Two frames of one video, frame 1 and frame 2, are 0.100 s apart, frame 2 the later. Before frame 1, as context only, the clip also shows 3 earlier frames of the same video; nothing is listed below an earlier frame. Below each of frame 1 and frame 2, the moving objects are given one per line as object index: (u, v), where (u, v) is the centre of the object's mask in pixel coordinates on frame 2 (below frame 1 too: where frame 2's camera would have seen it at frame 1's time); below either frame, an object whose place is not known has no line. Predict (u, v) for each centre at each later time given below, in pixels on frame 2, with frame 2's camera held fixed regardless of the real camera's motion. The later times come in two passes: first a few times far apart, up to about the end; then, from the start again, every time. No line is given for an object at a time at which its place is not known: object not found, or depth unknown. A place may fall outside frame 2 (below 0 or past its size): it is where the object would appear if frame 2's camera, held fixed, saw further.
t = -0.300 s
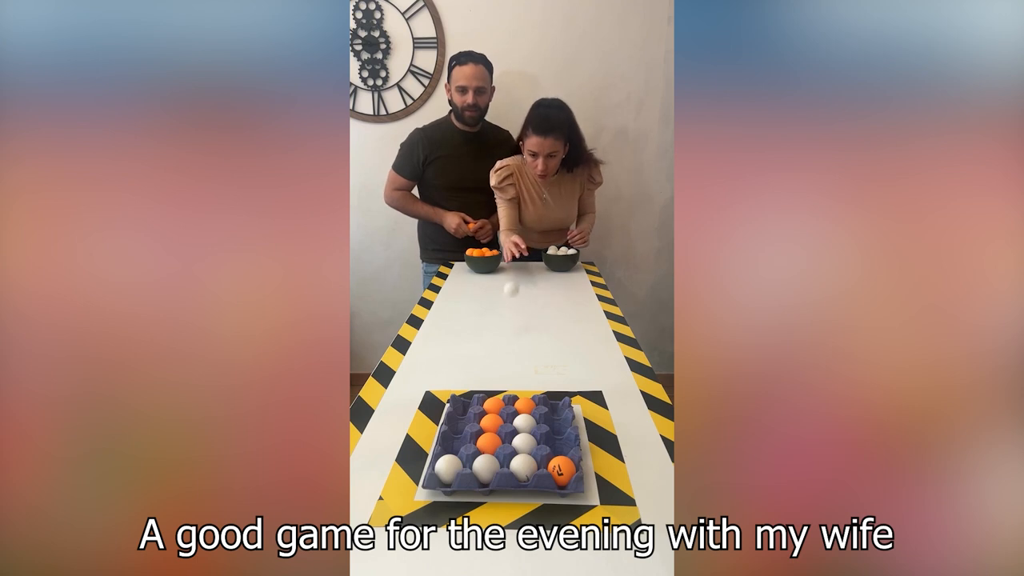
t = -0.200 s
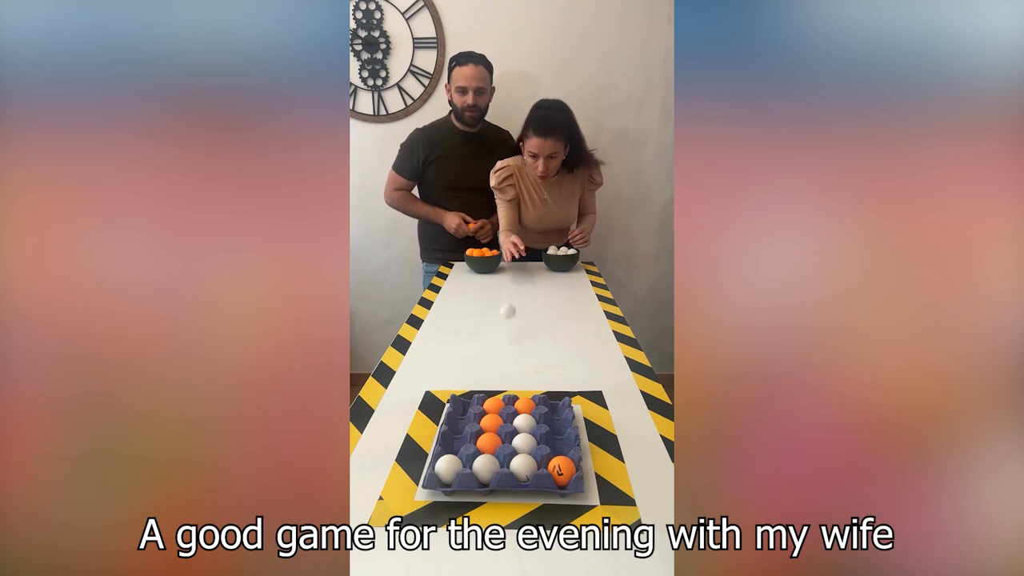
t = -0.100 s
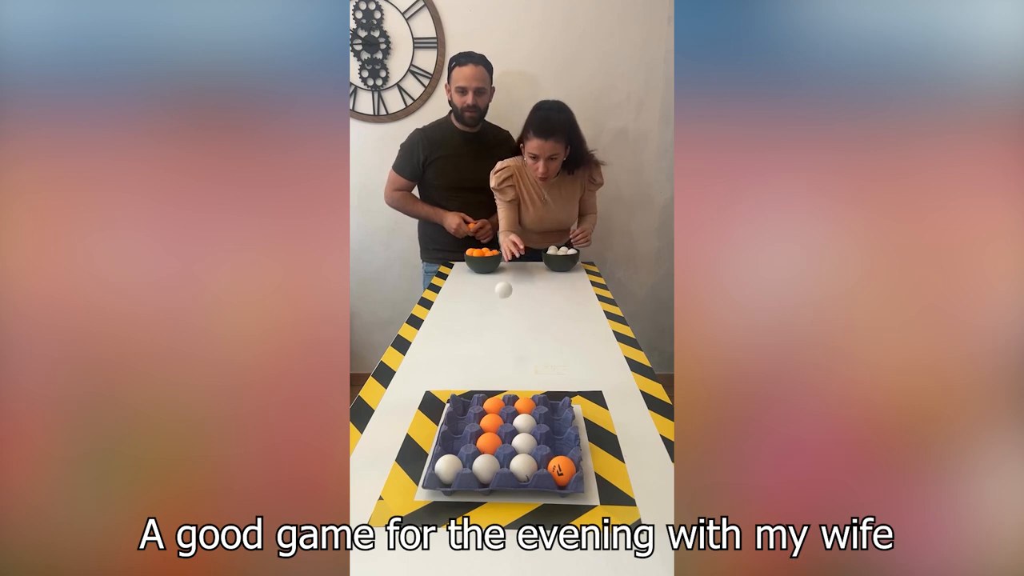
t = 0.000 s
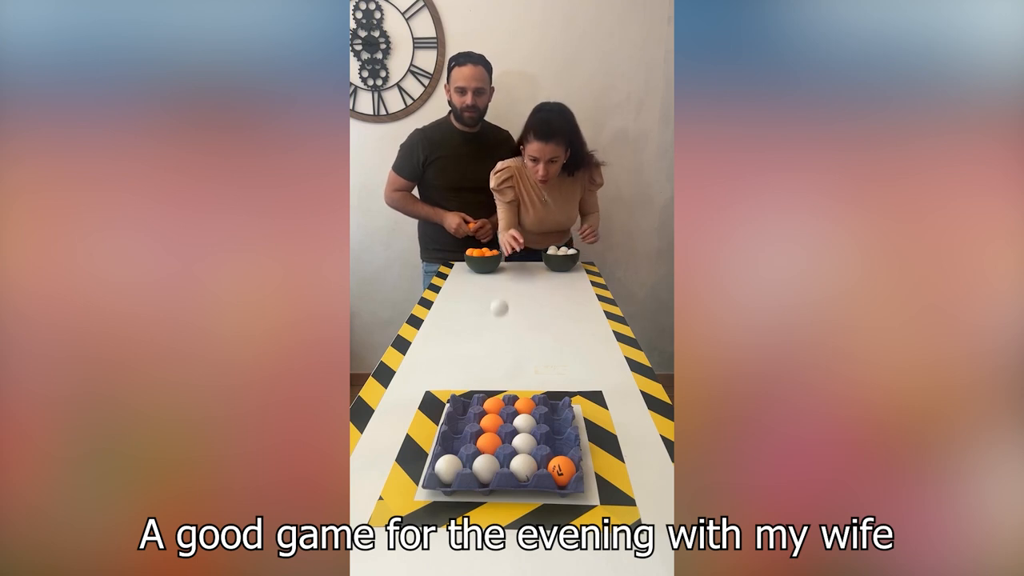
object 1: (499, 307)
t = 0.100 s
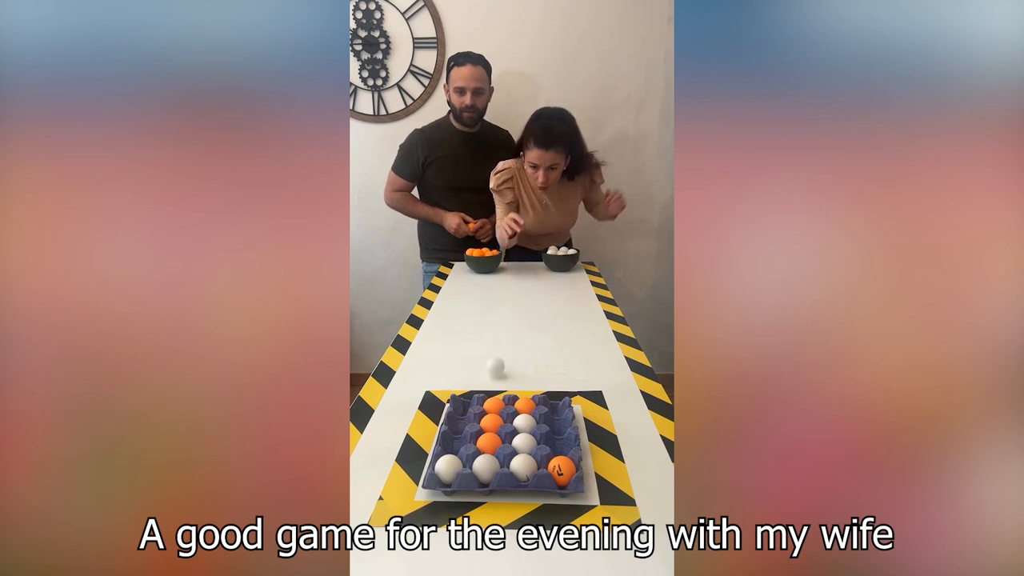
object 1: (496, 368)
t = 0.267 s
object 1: (481, 337)
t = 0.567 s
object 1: (462, 404)
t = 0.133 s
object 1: (493, 352)
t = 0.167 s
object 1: (490, 341)
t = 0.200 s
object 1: (487, 334)
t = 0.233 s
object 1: (484, 333)
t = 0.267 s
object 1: (481, 337)
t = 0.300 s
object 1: (479, 347)
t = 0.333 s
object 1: (476, 362)
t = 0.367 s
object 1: (475, 384)
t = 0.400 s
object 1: (468, 394)
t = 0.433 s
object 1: (461, 396)
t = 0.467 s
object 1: (462, 398)
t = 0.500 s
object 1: (462, 402)
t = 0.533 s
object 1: (461, 404)
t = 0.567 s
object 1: (462, 404)
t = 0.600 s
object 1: (462, 405)
